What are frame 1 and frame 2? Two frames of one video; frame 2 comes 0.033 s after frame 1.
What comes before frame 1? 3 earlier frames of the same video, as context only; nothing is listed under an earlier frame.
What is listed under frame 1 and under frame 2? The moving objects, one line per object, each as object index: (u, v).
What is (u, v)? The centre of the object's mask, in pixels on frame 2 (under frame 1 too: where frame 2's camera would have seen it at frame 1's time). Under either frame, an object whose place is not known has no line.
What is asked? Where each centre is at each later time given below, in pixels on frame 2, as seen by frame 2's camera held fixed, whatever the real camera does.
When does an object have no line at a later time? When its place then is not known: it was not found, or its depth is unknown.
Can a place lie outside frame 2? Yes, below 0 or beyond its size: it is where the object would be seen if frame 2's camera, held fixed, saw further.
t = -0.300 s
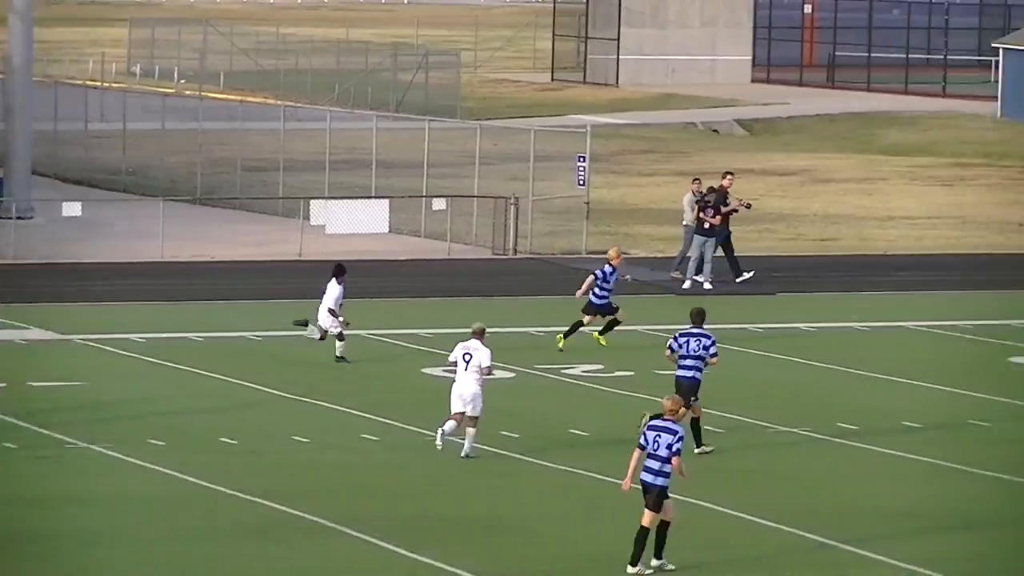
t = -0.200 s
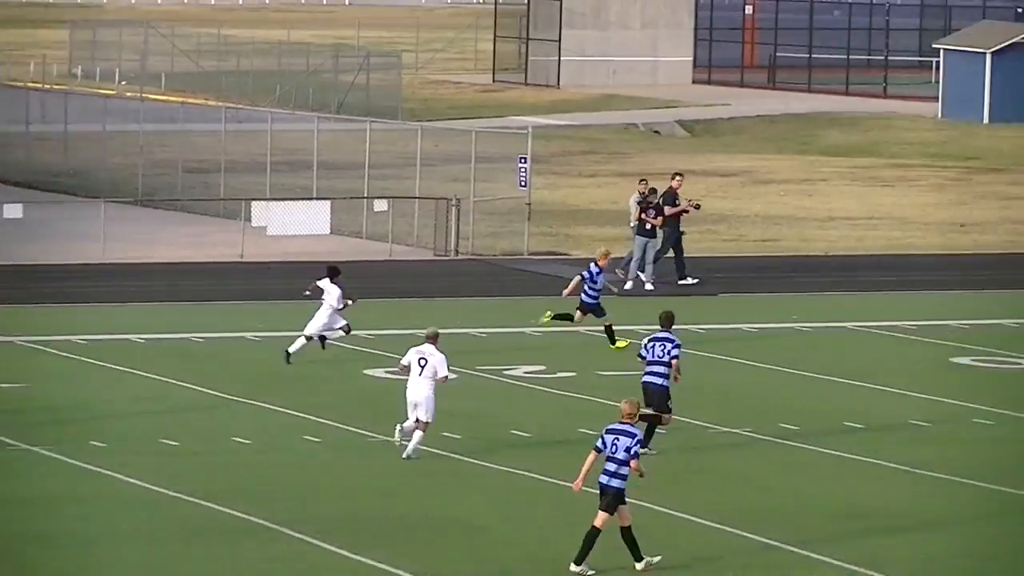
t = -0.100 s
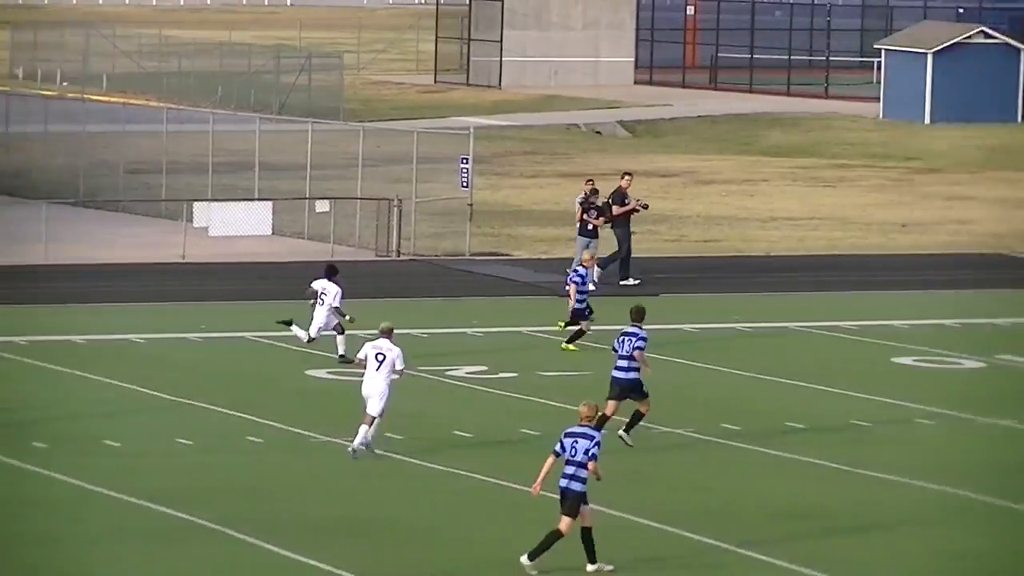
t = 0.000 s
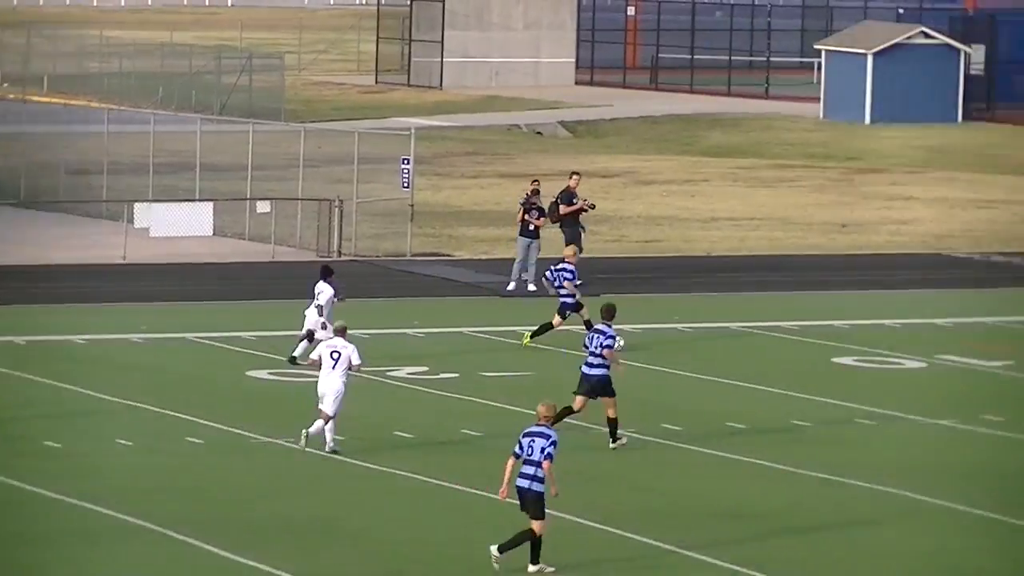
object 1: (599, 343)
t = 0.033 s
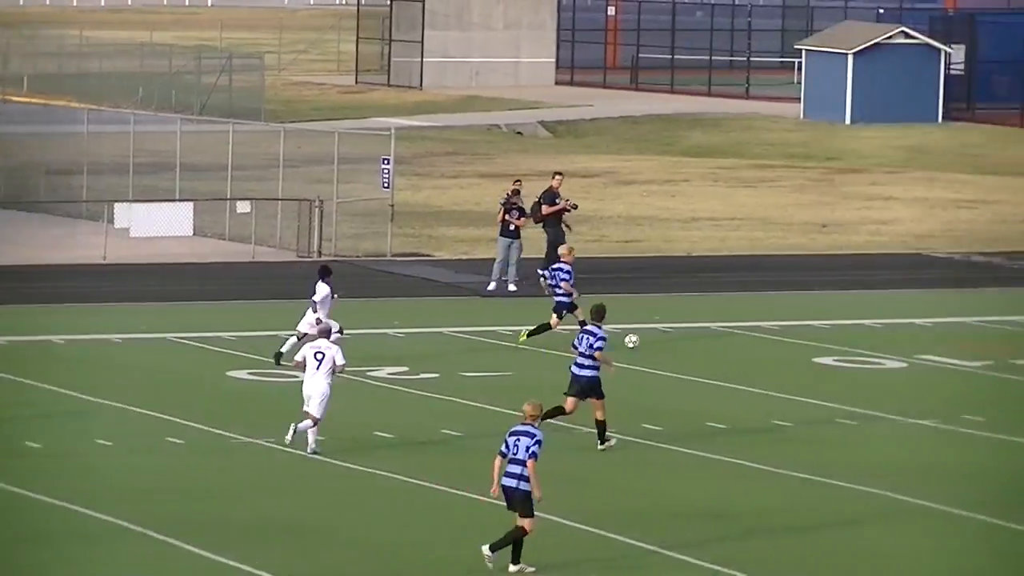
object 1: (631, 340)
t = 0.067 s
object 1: (666, 339)
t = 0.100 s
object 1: (700, 340)
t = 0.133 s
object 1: (735, 341)
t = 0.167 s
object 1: (769, 343)
